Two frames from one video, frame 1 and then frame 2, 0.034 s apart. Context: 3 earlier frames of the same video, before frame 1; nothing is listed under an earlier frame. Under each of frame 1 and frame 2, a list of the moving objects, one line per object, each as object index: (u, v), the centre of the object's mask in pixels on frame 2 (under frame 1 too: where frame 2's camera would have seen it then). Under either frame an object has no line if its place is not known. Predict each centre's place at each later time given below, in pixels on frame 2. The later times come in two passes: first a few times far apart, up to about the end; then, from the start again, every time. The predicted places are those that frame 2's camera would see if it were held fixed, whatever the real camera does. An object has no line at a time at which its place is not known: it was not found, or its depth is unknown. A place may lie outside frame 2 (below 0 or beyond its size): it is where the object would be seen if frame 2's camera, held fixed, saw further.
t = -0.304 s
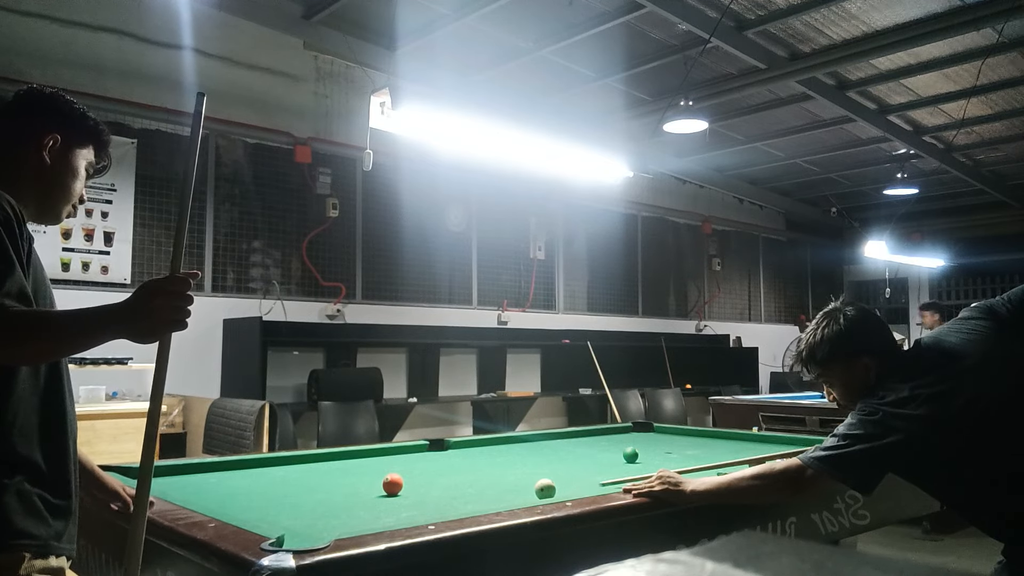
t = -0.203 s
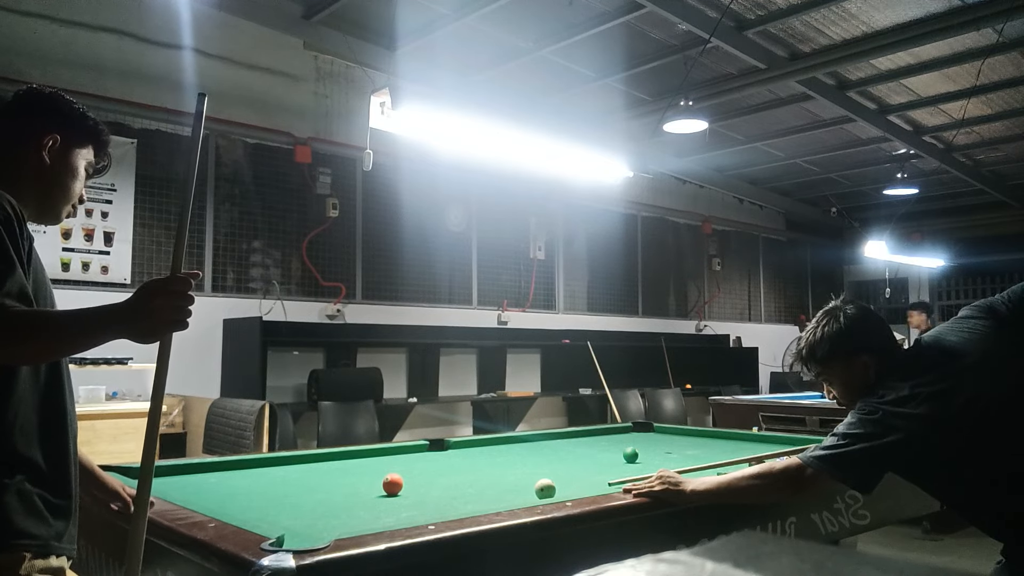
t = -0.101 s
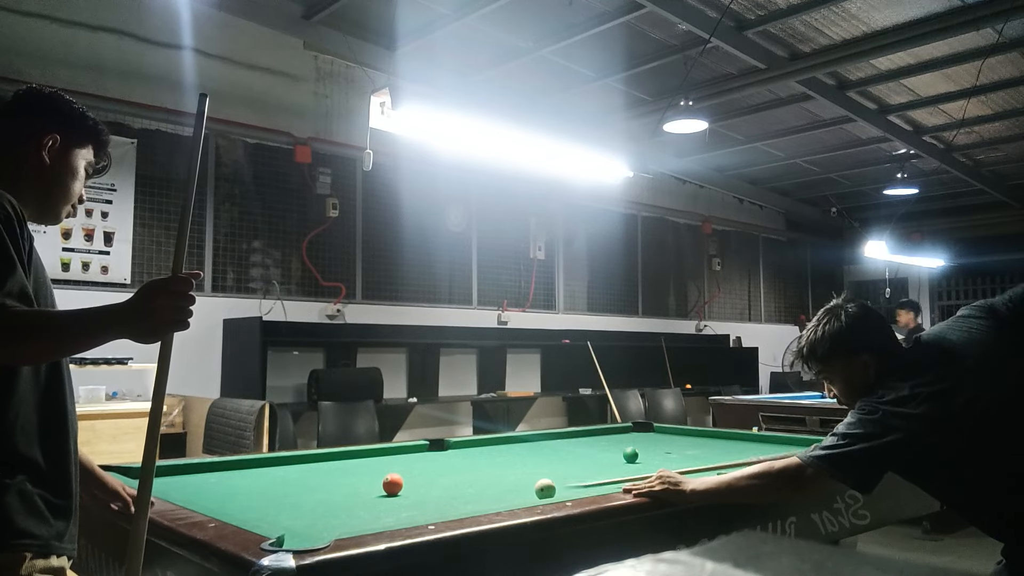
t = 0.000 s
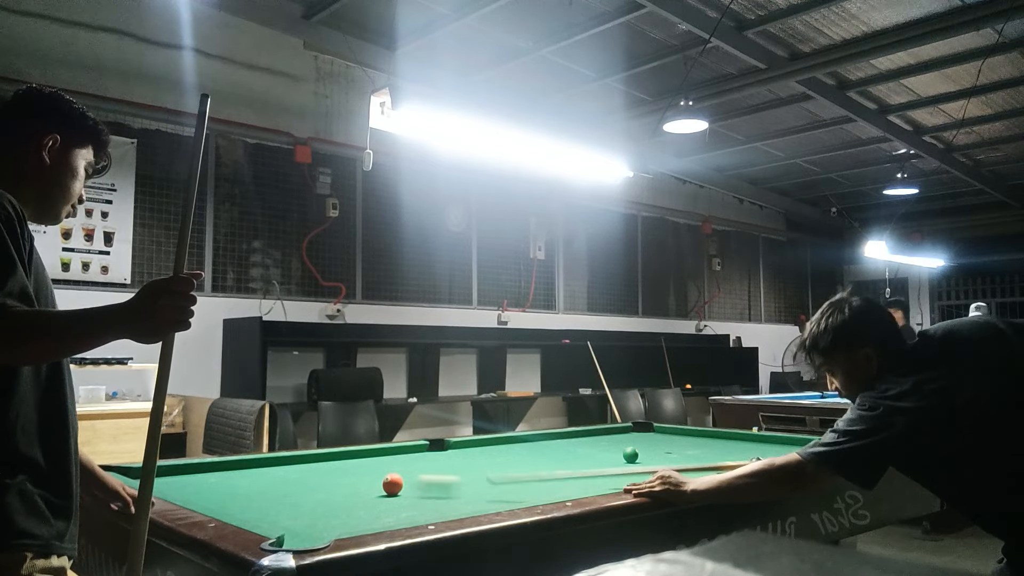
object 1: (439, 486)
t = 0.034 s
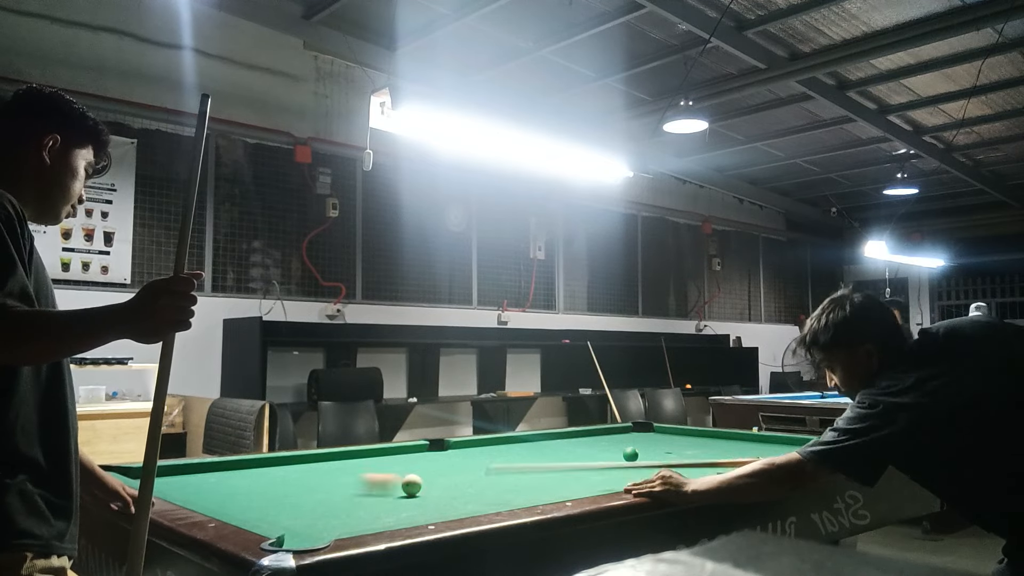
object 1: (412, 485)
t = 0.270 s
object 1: (389, 486)
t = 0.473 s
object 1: (366, 487)
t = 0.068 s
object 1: (411, 486)
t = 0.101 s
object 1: (409, 486)
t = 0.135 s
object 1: (405, 486)
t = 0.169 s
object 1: (401, 486)
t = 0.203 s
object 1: (397, 486)
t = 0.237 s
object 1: (393, 486)
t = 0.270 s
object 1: (389, 486)
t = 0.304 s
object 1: (385, 486)
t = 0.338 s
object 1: (381, 486)
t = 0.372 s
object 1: (377, 486)
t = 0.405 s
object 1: (373, 486)
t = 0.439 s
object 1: (370, 487)
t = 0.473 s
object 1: (366, 487)
